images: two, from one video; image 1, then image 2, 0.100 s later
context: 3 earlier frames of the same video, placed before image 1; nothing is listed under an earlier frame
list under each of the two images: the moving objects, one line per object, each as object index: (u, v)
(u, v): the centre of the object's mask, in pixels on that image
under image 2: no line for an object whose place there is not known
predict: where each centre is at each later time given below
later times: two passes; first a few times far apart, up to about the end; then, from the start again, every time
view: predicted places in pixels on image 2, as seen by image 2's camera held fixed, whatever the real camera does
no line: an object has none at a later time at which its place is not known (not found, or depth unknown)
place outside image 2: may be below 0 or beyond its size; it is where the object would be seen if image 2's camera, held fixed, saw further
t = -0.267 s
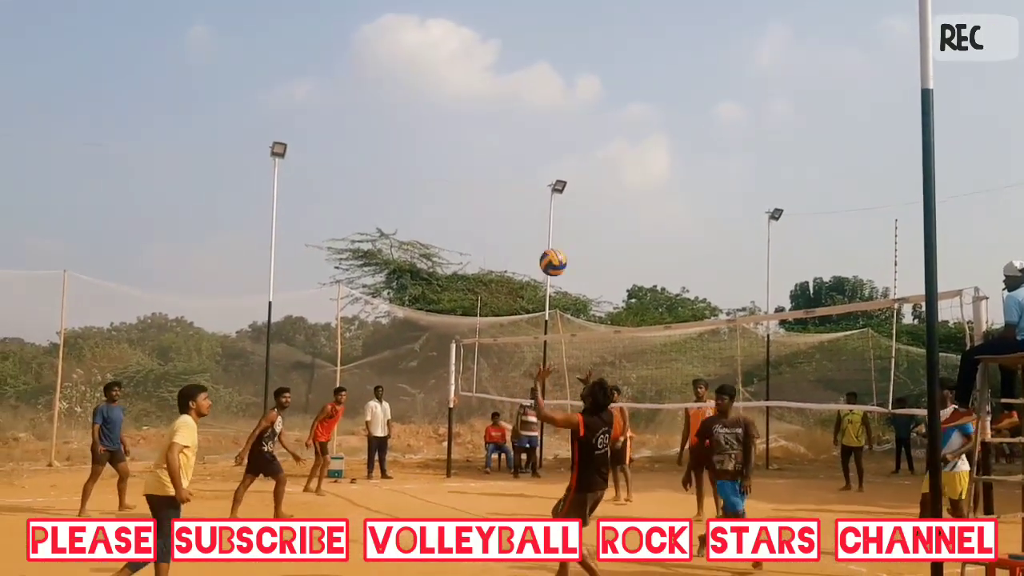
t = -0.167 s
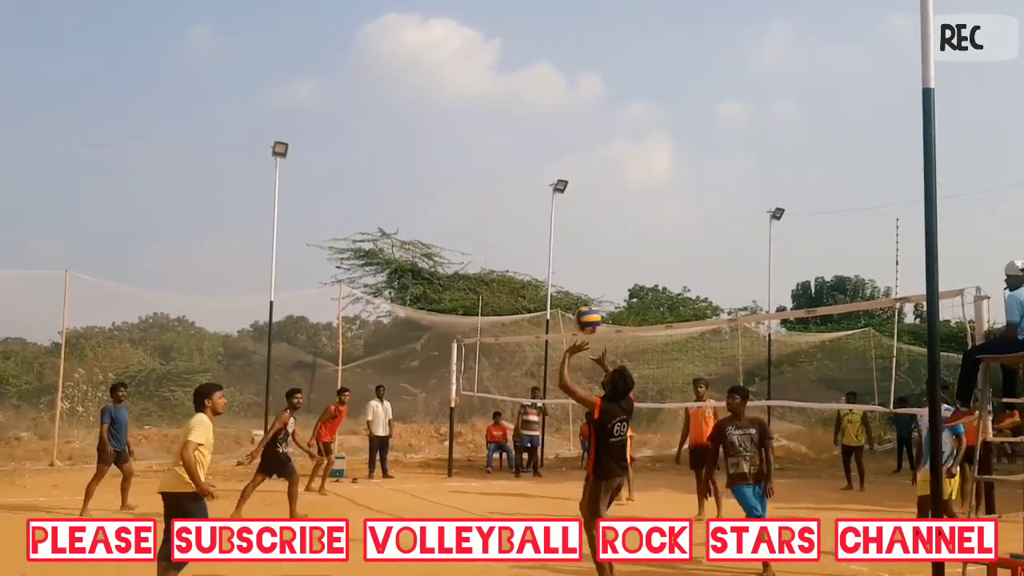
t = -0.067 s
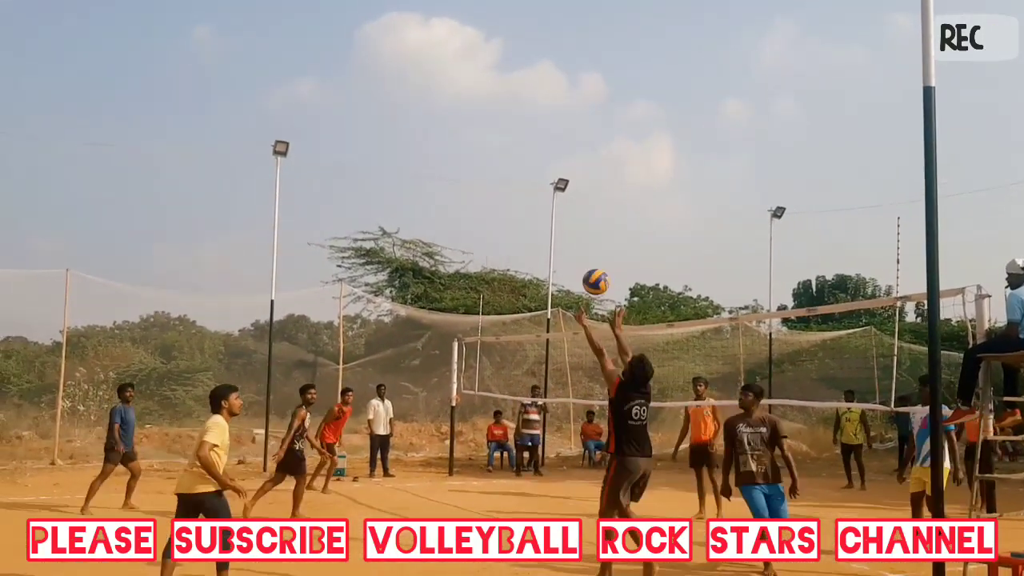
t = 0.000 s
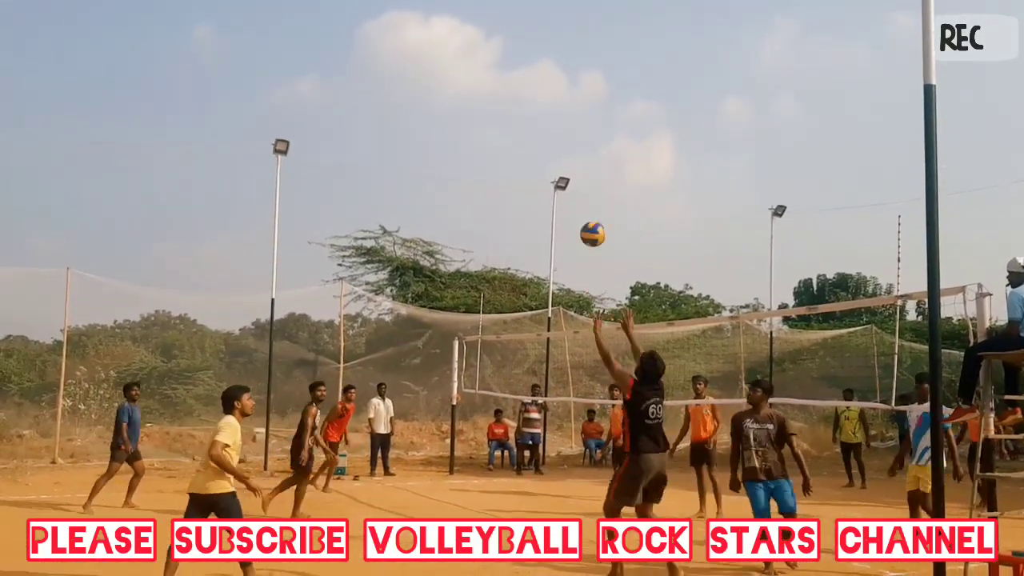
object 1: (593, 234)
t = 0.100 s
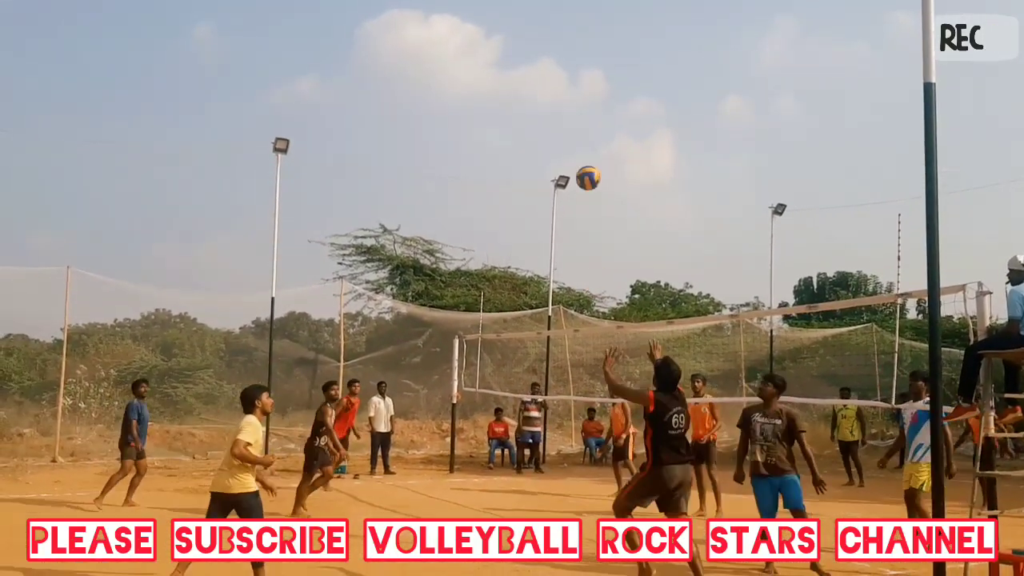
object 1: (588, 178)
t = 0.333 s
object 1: (578, 109)
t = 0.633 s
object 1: (566, 112)
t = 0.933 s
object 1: (553, 191)
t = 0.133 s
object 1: (586, 163)
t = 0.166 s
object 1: (585, 150)
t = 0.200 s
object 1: (584, 139)
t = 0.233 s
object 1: (582, 129)
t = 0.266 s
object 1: (581, 122)
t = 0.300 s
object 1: (580, 115)
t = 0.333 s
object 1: (578, 109)
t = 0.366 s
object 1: (577, 105)
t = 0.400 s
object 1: (576, 102)
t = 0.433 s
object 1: (574, 100)
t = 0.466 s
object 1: (573, 99)
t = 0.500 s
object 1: (572, 99)
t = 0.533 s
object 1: (570, 101)
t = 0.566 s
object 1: (569, 104)
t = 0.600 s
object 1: (567, 107)
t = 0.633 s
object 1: (566, 112)
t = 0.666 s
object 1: (565, 117)
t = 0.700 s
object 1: (563, 124)
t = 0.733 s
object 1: (561, 131)
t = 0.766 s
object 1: (560, 139)
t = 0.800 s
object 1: (559, 148)
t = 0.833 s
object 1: (557, 158)
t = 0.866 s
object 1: (555, 168)
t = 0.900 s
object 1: (554, 179)
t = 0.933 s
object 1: (553, 191)
